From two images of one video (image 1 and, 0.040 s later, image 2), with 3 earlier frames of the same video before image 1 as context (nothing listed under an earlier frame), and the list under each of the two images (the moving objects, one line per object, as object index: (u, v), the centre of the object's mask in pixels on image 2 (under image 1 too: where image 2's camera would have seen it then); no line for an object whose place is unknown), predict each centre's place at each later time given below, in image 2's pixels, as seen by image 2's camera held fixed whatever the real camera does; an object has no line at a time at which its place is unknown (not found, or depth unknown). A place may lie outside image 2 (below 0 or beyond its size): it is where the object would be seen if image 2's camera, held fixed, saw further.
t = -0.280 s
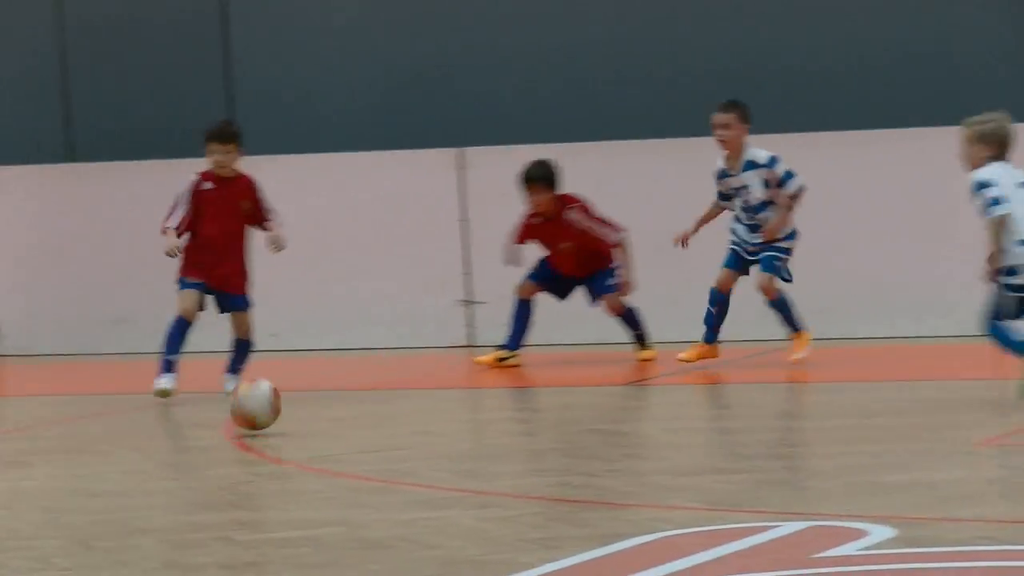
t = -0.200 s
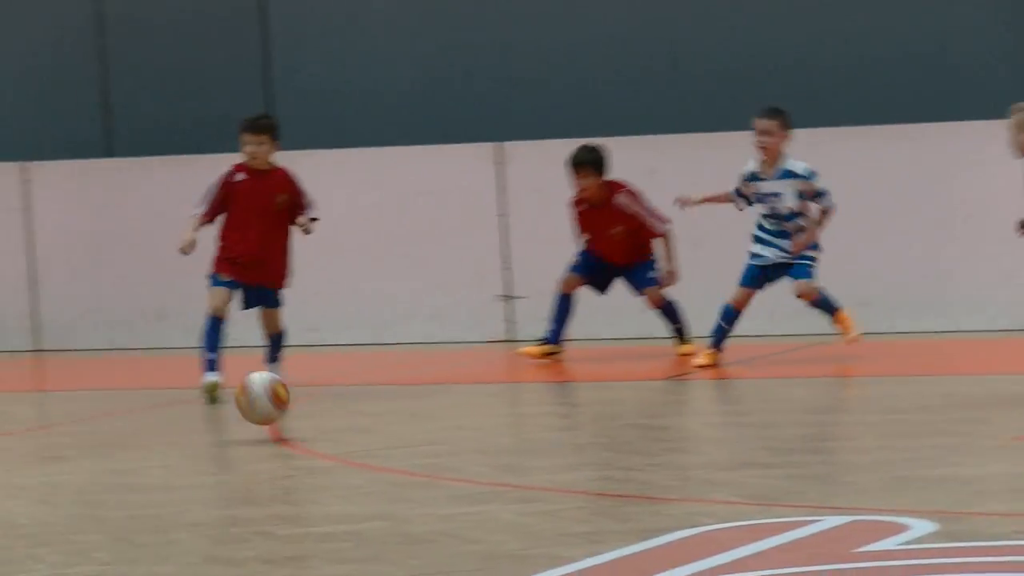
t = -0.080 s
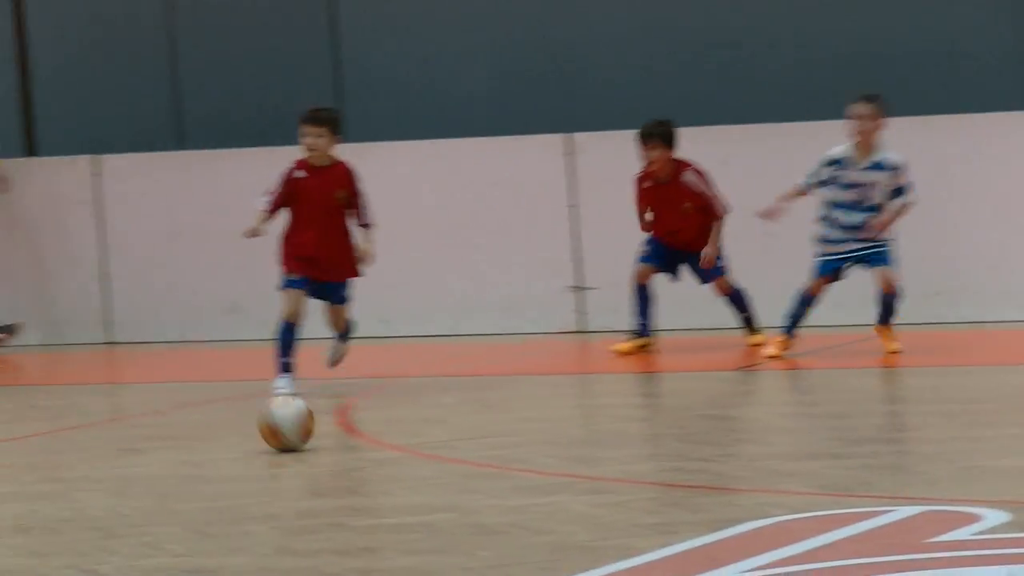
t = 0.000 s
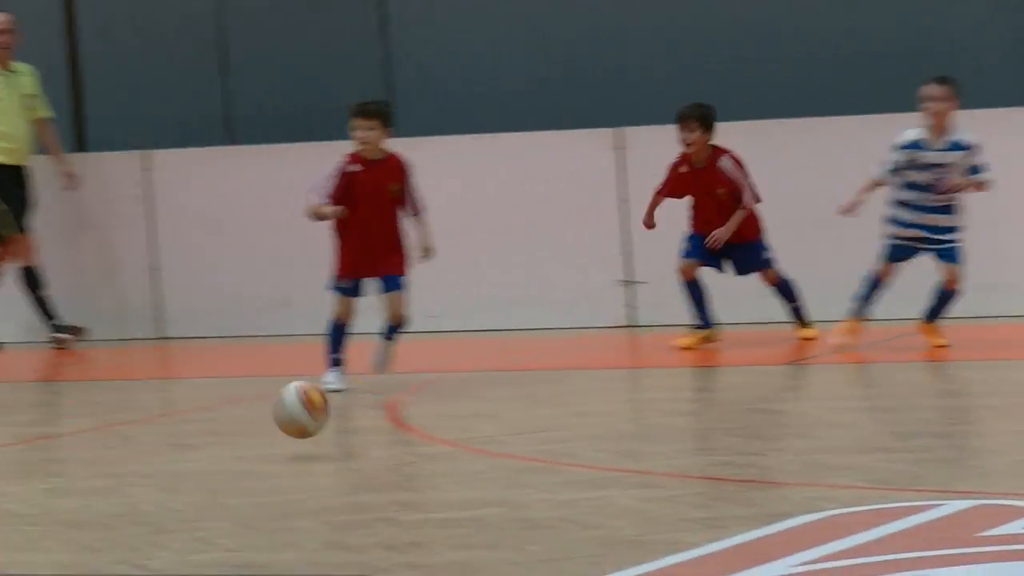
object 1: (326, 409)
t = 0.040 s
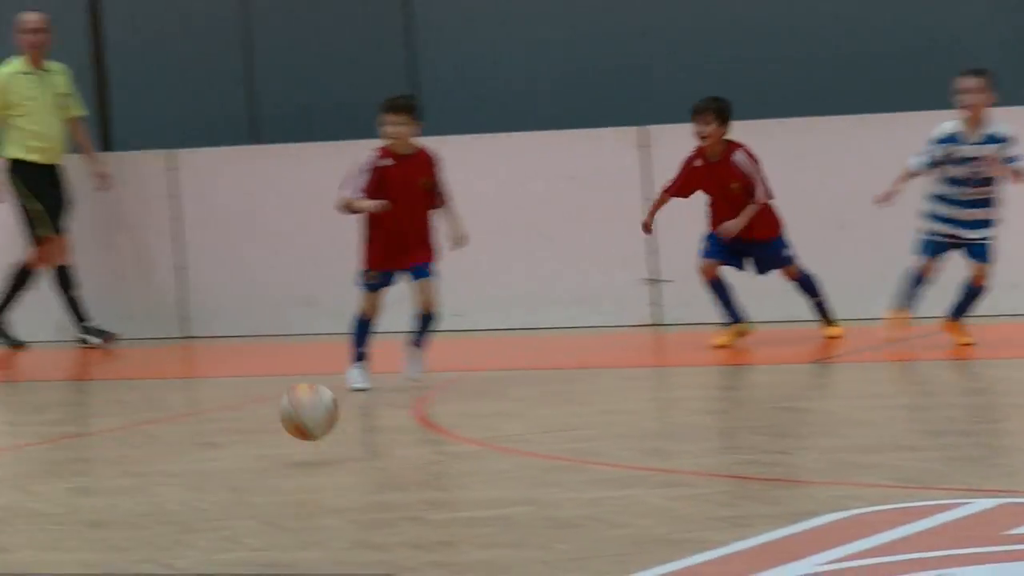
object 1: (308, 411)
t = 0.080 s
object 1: (292, 417)
